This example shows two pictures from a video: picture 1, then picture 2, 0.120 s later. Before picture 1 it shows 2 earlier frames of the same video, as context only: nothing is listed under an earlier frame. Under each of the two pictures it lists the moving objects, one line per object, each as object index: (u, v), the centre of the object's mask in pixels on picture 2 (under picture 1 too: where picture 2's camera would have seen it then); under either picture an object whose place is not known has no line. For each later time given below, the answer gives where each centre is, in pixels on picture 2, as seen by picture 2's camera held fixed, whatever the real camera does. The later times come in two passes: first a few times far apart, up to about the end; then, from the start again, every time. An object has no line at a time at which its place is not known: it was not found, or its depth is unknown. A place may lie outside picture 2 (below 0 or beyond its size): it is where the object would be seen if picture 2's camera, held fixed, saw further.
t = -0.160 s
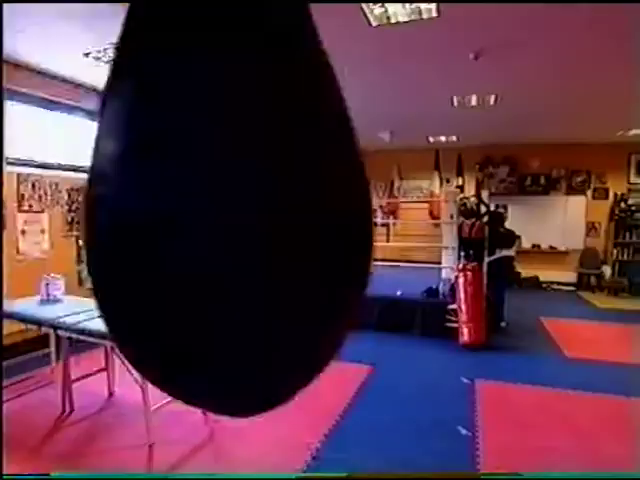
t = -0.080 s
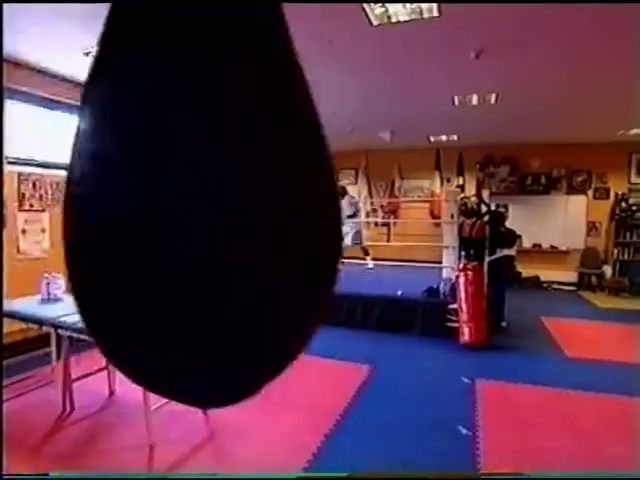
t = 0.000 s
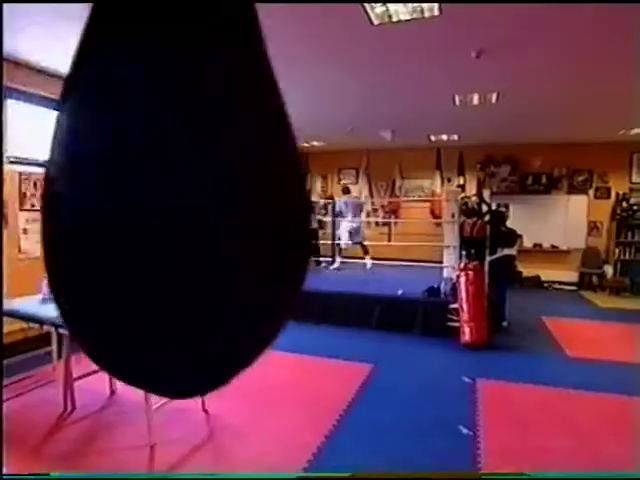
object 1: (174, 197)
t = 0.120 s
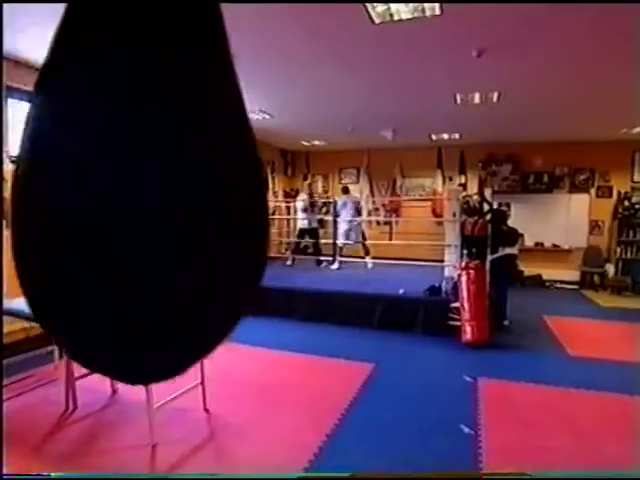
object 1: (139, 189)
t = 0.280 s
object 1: (108, 181)
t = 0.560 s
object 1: (96, 176)
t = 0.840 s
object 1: (127, 187)
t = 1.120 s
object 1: (217, 199)
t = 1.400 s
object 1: (287, 201)
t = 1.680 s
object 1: (255, 199)
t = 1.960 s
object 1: (167, 190)
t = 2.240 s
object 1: (110, 179)
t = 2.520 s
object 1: (101, 175)
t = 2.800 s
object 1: (140, 186)
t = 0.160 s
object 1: (128, 187)
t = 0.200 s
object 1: (120, 185)
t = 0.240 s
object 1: (113, 182)
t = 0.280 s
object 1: (108, 181)
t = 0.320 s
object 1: (105, 180)
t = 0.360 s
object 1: (101, 178)
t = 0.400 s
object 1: (98, 177)
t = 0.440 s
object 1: (97, 177)
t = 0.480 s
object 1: (96, 177)
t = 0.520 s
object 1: (96, 177)
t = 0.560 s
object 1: (96, 176)
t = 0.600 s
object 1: (98, 176)
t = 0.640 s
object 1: (100, 178)
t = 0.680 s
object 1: (103, 179)
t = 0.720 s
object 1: (108, 180)
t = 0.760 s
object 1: (113, 182)
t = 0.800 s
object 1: (119, 184)
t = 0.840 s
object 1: (127, 187)
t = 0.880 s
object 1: (137, 189)
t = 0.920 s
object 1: (148, 190)
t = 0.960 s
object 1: (161, 192)
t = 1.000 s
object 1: (174, 194)
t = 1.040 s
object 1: (189, 196)
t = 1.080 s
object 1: (202, 198)
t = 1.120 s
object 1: (217, 199)
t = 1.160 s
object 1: (230, 200)
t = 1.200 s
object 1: (242, 201)
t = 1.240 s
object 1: (254, 201)
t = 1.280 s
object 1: (265, 202)
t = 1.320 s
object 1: (274, 202)
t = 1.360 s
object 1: (282, 202)
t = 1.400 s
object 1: (287, 201)
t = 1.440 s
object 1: (288, 202)
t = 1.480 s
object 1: (288, 201)
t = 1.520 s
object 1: (285, 202)
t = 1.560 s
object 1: (280, 201)
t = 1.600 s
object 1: (273, 201)
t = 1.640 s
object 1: (265, 199)
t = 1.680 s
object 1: (255, 199)
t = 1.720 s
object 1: (243, 199)
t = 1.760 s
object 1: (231, 197)
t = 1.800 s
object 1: (218, 196)
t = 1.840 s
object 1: (205, 195)
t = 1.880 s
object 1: (192, 194)
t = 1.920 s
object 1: (180, 192)
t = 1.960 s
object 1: (167, 190)
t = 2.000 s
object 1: (156, 188)
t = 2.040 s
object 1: (145, 187)
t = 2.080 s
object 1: (135, 185)
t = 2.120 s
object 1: (127, 183)
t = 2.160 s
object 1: (120, 182)
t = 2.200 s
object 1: (115, 180)
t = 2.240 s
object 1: (110, 179)
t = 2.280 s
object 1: (106, 177)
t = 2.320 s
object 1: (102, 177)
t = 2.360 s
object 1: (100, 176)
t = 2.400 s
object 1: (99, 176)
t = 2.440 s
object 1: (99, 175)
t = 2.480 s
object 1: (99, 175)
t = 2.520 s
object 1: (101, 175)
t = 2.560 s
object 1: (103, 177)
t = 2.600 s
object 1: (106, 178)
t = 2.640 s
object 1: (111, 180)
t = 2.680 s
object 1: (116, 181)
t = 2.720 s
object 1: (122, 183)
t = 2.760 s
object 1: (131, 185)
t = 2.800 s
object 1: (140, 186)
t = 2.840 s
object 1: (151, 188)
